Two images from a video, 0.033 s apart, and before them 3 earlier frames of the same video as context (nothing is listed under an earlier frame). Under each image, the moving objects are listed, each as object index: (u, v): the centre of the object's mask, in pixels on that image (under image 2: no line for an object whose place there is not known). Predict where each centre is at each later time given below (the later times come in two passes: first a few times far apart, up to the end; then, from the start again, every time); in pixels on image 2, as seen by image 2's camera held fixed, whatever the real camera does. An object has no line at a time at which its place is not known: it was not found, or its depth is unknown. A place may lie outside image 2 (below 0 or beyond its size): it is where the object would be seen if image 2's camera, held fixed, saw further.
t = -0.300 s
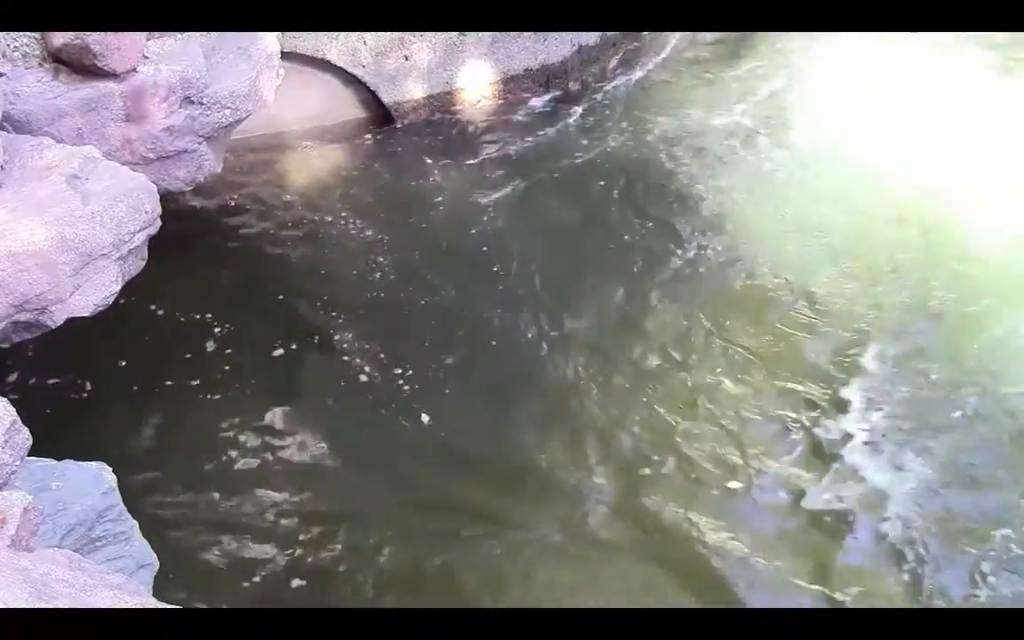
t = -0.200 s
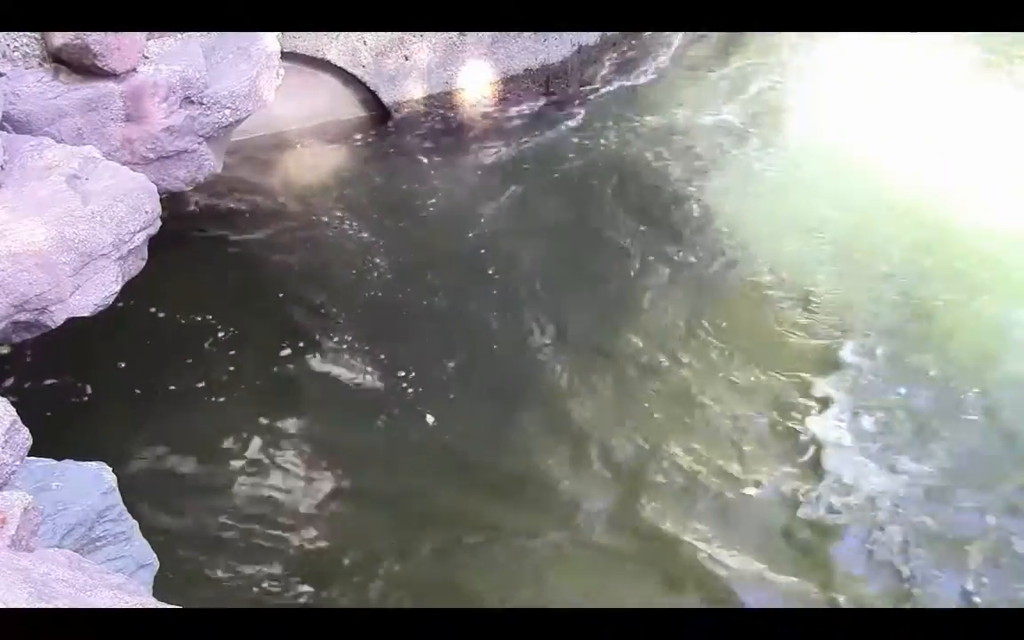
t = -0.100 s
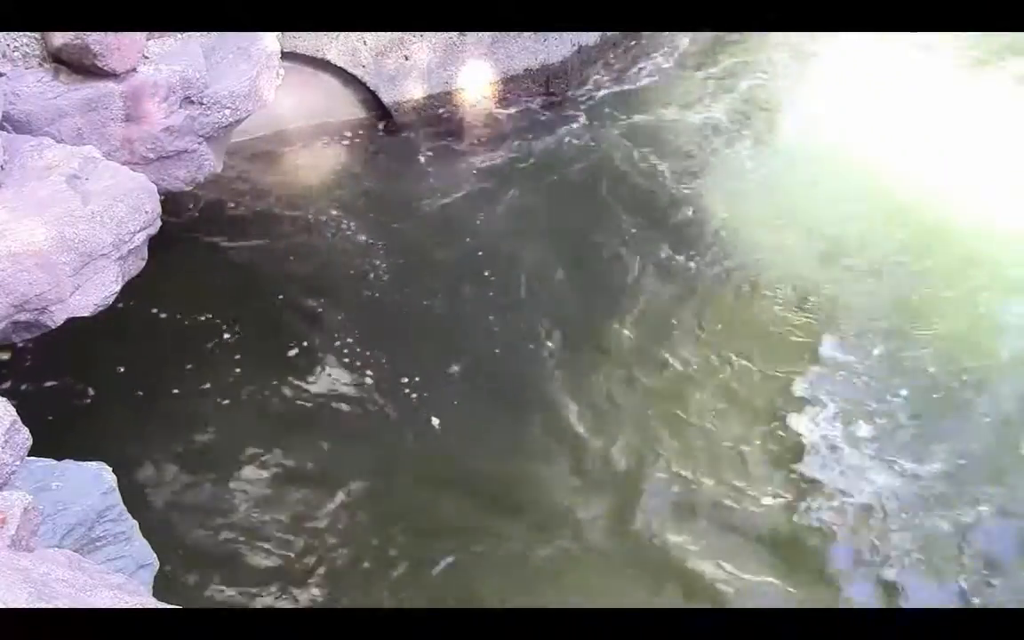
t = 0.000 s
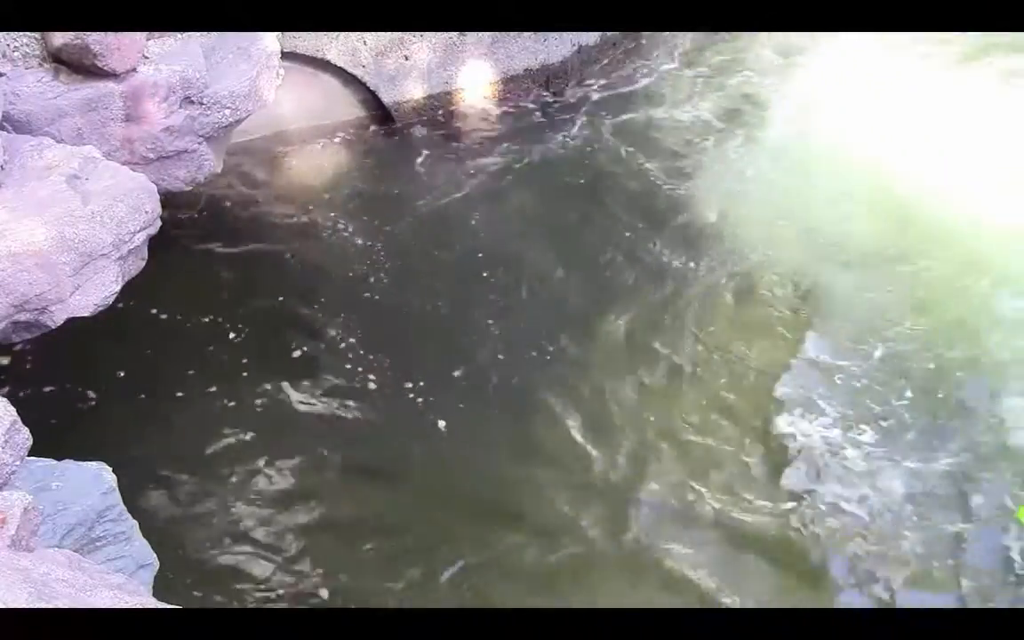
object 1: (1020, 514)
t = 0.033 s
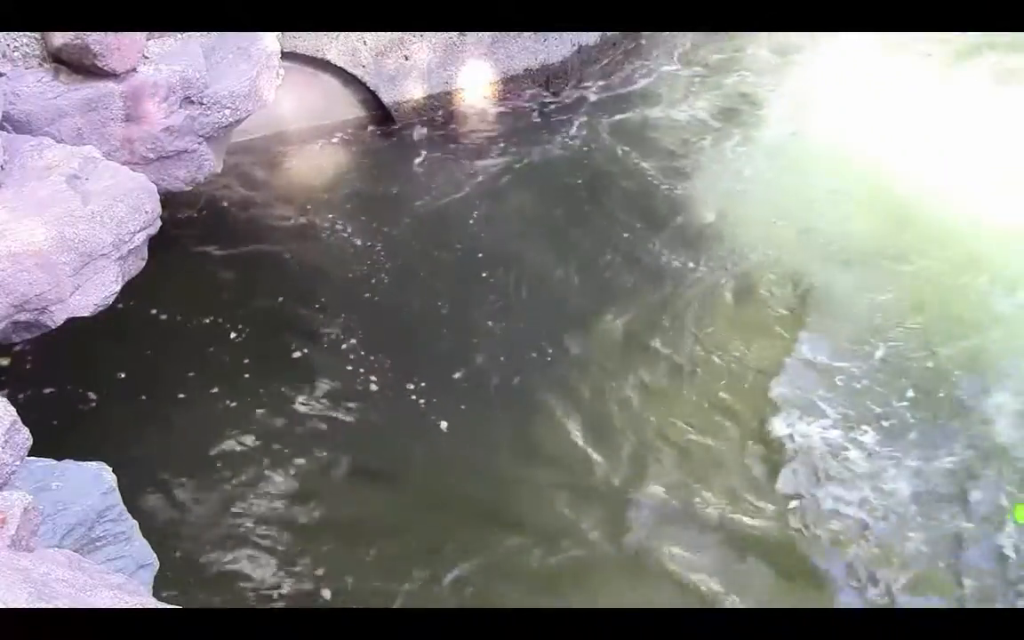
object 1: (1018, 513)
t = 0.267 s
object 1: (1011, 503)
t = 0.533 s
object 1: (1013, 499)
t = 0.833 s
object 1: (1007, 482)
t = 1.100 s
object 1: (992, 451)
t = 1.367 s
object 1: (965, 437)
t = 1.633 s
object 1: (953, 437)
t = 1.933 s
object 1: (961, 442)
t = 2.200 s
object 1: (974, 446)
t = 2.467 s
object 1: (986, 447)
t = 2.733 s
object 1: (992, 442)
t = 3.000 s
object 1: (995, 443)
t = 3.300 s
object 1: (986, 434)
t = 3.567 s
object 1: (946, 424)
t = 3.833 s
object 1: (924, 422)
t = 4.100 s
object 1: (908, 424)
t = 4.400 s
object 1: (885, 415)
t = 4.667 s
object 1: (885, 427)
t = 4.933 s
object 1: (882, 425)
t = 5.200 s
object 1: (887, 435)
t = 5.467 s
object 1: (895, 437)
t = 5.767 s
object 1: (907, 453)
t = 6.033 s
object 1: (908, 449)
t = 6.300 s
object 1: (921, 460)
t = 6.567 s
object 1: (928, 455)
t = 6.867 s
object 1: (941, 452)
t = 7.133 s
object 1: (942, 452)
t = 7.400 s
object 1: (964, 459)
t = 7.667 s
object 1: (969, 451)
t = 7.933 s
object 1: (965, 452)
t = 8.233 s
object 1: (971, 438)
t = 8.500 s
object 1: (975, 439)
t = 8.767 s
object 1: (981, 423)
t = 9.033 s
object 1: (954, 405)
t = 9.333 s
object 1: (959, 391)
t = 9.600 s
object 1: (945, 385)
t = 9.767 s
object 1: (940, 378)
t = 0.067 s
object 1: (1016, 511)
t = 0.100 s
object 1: (1015, 511)
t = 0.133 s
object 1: (1014, 510)
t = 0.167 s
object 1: (1013, 509)
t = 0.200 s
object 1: (1012, 507)
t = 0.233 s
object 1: (1011, 505)
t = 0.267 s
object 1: (1011, 503)
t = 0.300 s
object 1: (1011, 502)
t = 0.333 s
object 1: (1011, 501)
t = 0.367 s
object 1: (1012, 500)
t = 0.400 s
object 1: (1013, 500)
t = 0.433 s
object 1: (1013, 500)
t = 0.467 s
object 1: (1013, 501)
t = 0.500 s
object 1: (1013, 501)
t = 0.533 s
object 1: (1013, 499)
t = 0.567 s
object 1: (1013, 499)
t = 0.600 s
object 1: (1013, 496)
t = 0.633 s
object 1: (1012, 494)
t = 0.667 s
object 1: (1012, 491)
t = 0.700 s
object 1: (1011, 488)
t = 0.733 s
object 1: (1010, 485)
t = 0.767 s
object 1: (1008, 484)
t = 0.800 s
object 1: (1007, 483)
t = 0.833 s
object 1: (1007, 482)
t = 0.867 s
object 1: (1006, 479)
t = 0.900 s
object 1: (1007, 477)
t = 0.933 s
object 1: (1006, 472)
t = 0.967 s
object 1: (1005, 468)
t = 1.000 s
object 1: (1003, 463)
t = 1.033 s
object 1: (999, 458)
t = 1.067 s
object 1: (995, 454)
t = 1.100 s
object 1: (992, 451)
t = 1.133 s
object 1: (988, 449)
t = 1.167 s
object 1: (983, 445)
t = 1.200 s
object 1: (980, 444)
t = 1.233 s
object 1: (976, 443)
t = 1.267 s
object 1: (972, 442)
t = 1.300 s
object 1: (969, 441)
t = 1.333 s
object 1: (966, 439)
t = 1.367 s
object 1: (965, 437)
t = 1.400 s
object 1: (964, 436)
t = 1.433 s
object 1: (962, 434)
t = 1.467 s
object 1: (961, 432)
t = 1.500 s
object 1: (959, 432)
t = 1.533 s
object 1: (958, 433)
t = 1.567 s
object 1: (956, 434)
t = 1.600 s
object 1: (955, 436)
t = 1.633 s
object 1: (953, 437)
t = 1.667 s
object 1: (953, 438)
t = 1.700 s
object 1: (952, 439)
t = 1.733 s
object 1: (952, 441)
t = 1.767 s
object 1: (952, 441)
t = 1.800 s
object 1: (954, 441)
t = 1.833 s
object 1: (955, 441)
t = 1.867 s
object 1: (957, 442)
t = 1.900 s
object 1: (959, 442)
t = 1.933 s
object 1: (961, 442)
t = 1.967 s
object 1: (962, 443)
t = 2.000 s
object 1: (964, 443)
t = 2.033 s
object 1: (966, 444)
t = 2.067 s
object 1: (967, 444)
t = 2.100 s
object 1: (968, 445)
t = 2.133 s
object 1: (971, 446)
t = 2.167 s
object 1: (973, 446)
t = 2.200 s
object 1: (974, 446)
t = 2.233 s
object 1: (976, 446)
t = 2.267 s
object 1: (977, 447)
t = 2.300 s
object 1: (979, 446)
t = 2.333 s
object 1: (981, 447)
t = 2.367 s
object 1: (981, 447)
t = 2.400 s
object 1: (983, 447)
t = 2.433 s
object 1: (984, 446)
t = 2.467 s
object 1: (986, 447)
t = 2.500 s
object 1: (987, 445)
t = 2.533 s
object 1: (987, 443)
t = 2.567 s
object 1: (987, 442)
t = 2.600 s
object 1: (994, 445)
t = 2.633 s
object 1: (987, 440)
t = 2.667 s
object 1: (994, 443)
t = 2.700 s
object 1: (993, 442)
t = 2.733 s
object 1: (992, 442)
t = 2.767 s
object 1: (992, 443)
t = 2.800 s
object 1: (991, 443)
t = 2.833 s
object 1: (991, 442)
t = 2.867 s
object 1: (994, 444)
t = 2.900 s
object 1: (994, 444)
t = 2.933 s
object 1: (995, 443)
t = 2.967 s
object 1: (995, 444)
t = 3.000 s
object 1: (995, 443)
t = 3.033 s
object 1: (994, 441)
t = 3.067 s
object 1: (992, 438)
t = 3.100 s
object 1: (991, 436)
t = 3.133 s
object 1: (988, 435)
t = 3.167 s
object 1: (987, 435)
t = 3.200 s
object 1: (986, 436)
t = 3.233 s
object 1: (985, 436)
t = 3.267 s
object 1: (987, 436)
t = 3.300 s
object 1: (986, 434)
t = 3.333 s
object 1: (981, 431)
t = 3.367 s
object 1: (977, 429)
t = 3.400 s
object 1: (971, 429)
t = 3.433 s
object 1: (967, 428)
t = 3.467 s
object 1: (961, 427)
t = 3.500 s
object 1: (955, 426)
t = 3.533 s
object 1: (951, 425)
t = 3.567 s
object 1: (946, 424)
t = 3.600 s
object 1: (942, 424)
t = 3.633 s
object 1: (939, 424)
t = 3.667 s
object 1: (935, 425)
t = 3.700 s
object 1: (934, 425)
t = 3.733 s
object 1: (931, 425)
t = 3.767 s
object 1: (930, 424)
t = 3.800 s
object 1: (927, 423)
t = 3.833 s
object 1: (924, 422)
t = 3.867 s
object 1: (922, 421)
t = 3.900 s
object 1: (918, 421)
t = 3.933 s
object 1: (916, 421)
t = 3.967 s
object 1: (914, 421)
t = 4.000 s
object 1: (911, 422)
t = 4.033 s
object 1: (910, 423)
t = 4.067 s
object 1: (909, 424)
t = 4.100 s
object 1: (908, 424)
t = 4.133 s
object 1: (907, 423)
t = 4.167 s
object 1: (907, 422)
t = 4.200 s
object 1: (905, 420)
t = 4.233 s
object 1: (902, 416)
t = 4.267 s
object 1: (900, 414)
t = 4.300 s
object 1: (895, 414)
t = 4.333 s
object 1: (892, 414)
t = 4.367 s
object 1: (889, 415)
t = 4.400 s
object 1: (885, 415)
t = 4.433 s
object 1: (882, 417)
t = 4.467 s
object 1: (881, 420)
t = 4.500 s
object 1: (881, 422)
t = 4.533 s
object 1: (880, 424)
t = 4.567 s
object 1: (882, 426)
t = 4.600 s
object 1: (883, 427)
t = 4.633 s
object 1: (884, 428)
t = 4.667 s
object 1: (885, 427)
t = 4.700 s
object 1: (885, 426)
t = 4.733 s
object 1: (885, 424)
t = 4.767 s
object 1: (884, 424)
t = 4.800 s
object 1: (885, 423)
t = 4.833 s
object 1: (885, 422)
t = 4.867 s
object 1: (884, 423)
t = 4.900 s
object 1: (883, 424)
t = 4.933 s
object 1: (882, 425)
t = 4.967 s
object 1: (881, 427)
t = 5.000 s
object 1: (880, 428)
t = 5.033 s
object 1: (880, 430)
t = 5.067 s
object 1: (880, 431)
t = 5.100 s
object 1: (880, 432)
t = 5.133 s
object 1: (882, 432)
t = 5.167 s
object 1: (884, 434)
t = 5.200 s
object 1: (887, 435)
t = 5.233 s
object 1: (889, 435)
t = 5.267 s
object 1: (892, 436)
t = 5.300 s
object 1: (895, 436)
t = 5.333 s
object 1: (896, 437)
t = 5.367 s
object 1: (896, 437)
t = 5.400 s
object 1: (896, 437)
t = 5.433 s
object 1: (896, 437)
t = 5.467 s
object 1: (895, 437)
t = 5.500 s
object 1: (894, 438)
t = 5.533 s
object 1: (894, 439)
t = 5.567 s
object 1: (894, 440)
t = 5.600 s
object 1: (894, 442)
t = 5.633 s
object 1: (896, 444)
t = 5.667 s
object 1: (897, 446)
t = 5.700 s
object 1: (900, 449)
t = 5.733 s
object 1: (903, 451)
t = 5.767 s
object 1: (907, 453)
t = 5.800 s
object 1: (910, 452)
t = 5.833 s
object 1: (913, 452)
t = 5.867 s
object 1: (914, 451)
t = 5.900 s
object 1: (914, 450)
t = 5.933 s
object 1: (912, 449)
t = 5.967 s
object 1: (911, 448)
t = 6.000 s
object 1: (910, 449)
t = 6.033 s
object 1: (908, 449)
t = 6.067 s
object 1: (908, 451)
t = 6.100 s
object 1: (908, 453)
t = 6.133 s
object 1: (909, 454)
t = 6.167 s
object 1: (910, 456)
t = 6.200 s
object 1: (912, 458)
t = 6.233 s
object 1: (915, 459)
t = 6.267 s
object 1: (919, 459)
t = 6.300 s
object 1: (921, 460)
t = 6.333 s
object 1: (924, 459)
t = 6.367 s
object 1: (927, 459)
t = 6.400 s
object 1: (929, 458)
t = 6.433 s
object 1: (929, 457)
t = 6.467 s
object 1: (929, 457)
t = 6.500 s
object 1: (929, 456)
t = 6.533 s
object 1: (928, 455)
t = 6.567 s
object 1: (928, 455)
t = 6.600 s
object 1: (929, 455)
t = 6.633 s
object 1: (931, 455)
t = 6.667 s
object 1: (933, 455)
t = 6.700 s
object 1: (934, 455)
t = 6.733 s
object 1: (936, 455)
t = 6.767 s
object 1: (938, 455)
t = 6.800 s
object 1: (939, 454)
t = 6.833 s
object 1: (940, 452)
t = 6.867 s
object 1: (941, 452)
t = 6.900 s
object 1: (942, 451)
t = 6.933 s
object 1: (941, 450)
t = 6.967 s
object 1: (941, 450)
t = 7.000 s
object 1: (941, 450)
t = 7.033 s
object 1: (941, 450)
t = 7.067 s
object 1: (941, 450)
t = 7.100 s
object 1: (941, 451)
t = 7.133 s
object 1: (942, 452)
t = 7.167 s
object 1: (944, 454)
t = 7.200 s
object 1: (946, 456)
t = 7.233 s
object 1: (949, 457)
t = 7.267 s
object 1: (951, 458)
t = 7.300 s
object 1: (954, 459)
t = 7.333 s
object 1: (958, 459)
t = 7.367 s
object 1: (961, 459)
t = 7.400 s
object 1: (964, 459)
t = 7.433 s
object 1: (966, 458)
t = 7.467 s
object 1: (968, 457)
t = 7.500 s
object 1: (970, 456)
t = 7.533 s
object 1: (971, 455)
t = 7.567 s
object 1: (972, 455)
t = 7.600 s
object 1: (972, 454)
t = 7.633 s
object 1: (970, 452)
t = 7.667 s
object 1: (969, 451)
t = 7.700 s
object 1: (967, 451)
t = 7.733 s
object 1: (964, 450)
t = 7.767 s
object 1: (963, 449)
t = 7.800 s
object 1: (963, 449)
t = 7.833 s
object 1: (963, 450)
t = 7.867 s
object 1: (963, 451)
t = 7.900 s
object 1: (964, 452)
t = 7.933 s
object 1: (965, 452)
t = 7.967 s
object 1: (968, 452)
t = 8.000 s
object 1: (971, 452)
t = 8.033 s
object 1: (972, 452)
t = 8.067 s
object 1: (975, 451)
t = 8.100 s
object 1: (975, 448)
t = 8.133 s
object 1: (976, 446)
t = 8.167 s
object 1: (975, 443)
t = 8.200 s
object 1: (973, 441)
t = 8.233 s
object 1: (971, 438)
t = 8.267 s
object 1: (969, 436)
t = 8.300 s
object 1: (969, 436)
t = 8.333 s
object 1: (969, 436)
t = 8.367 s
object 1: (969, 437)
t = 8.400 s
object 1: (969, 437)
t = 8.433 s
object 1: (970, 438)
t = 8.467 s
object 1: (972, 439)
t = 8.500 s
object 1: (975, 439)
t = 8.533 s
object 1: (978, 439)
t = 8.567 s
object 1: (980, 437)
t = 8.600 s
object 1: (983, 436)
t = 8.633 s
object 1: (984, 434)
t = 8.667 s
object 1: (984, 432)
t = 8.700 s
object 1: (985, 430)
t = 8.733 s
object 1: (983, 427)
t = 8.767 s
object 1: (981, 423)
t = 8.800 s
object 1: (978, 420)
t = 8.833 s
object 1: (973, 416)
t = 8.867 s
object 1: (970, 413)
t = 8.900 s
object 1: (966, 409)
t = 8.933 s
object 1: (960, 407)
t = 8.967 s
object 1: (957, 406)
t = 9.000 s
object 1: (955, 405)
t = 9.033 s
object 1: (954, 405)
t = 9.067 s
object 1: (953, 405)
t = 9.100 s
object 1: (954, 406)
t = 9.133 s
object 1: (954, 407)
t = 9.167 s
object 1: (955, 406)
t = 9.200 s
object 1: (957, 404)
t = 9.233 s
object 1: (959, 402)
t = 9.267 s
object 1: (960, 398)
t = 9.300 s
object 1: (960, 395)
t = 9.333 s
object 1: (959, 391)
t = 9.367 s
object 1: (957, 388)
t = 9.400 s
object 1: (955, 386)
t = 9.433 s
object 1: (952, 384)
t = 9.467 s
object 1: (950, 384)
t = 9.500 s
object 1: (948, 384)
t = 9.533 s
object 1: (947, 385)
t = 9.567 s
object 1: (945, 385)
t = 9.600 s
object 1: (945, 385)
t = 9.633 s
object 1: (944, 385)
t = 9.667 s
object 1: (944, 384)
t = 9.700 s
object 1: (943, 382)
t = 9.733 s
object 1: (942, 380)
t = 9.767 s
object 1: (940, 378)
